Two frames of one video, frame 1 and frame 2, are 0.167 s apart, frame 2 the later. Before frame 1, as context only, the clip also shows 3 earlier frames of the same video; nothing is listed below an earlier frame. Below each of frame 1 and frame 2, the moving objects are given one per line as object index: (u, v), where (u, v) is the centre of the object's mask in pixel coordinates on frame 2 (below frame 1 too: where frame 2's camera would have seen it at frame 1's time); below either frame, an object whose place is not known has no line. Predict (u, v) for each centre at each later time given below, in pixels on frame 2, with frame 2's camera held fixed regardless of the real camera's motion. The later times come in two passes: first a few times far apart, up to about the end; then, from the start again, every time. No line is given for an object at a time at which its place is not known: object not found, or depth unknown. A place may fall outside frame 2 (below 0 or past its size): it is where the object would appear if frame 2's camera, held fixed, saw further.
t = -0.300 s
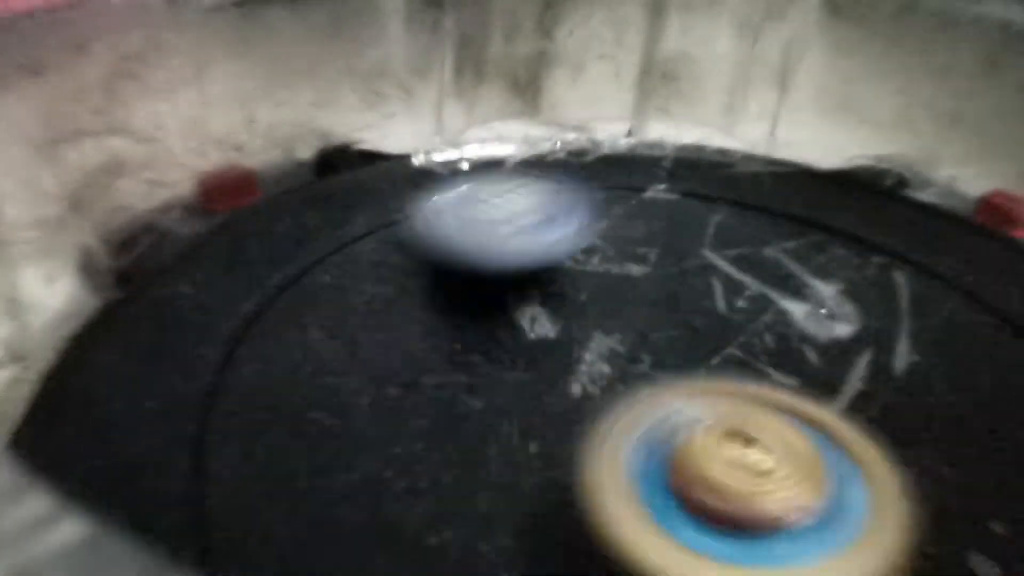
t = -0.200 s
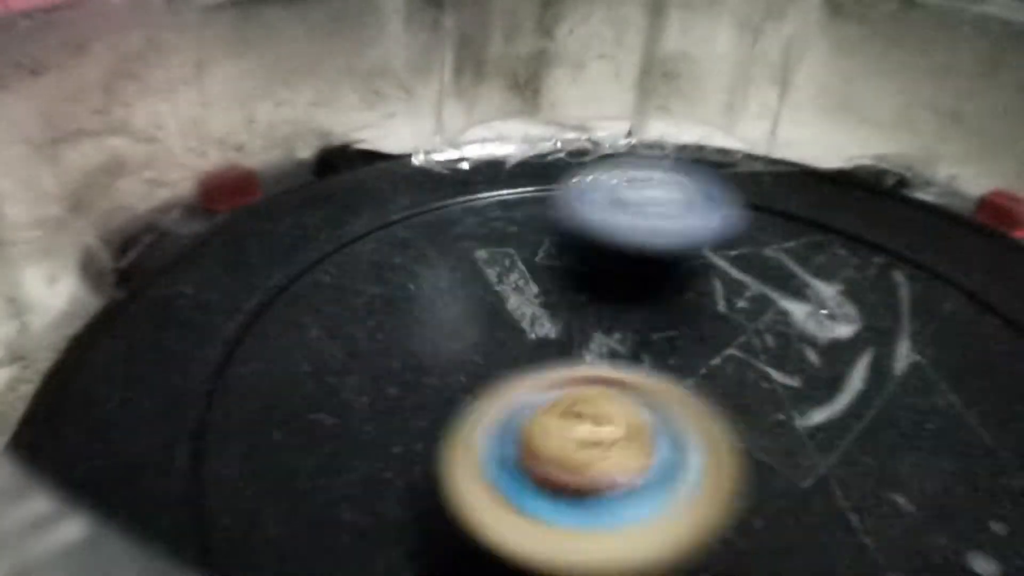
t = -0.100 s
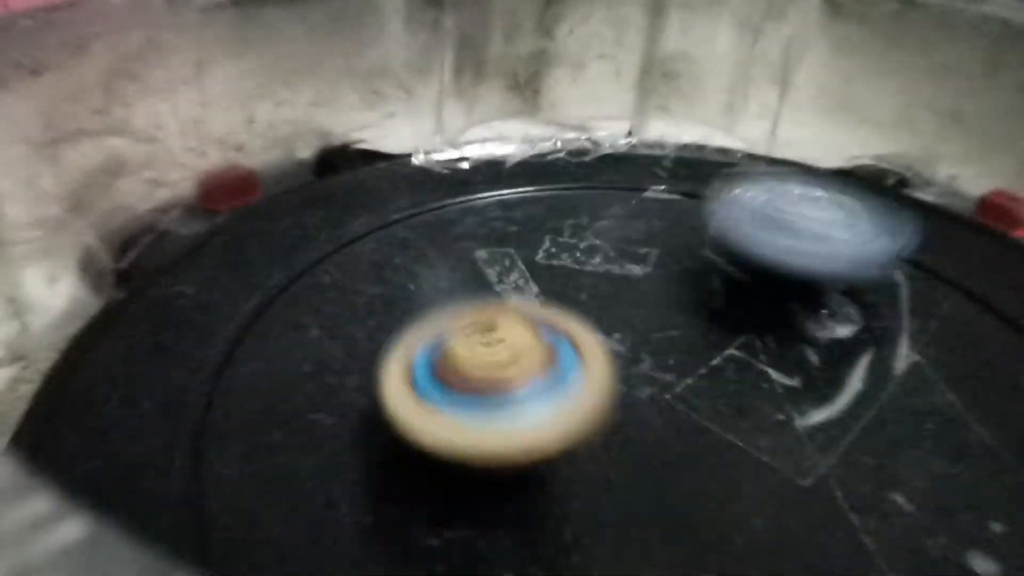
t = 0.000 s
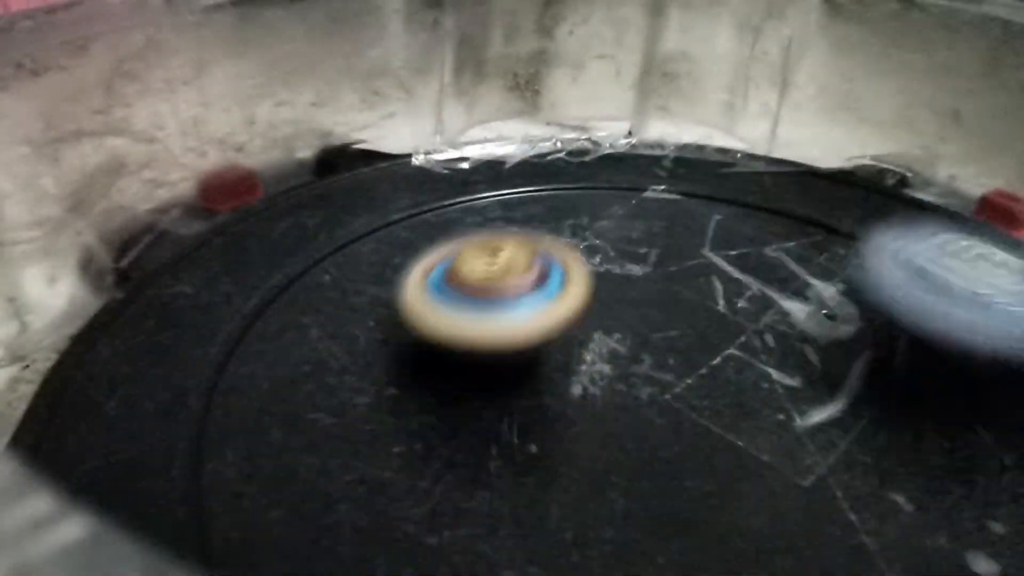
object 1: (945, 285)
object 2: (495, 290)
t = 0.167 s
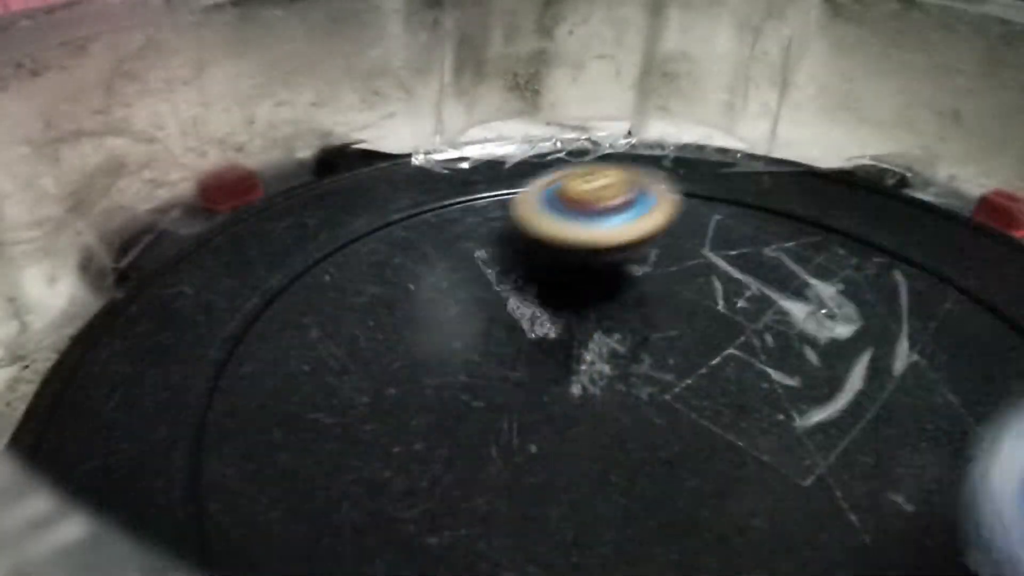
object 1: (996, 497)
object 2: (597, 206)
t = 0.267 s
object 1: (890, 543)
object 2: (677, 189)
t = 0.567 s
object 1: (398, 300)
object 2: (900, 257)
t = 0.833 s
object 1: (700, 189)
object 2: (833, 398)
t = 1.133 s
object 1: (961, 410)
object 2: (571, 359)
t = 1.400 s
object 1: (461, 460)
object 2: (512, 255)
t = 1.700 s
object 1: (410, 197)
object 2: (711, 225)
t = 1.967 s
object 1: (702, 217)
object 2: (796, 368)
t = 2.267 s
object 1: (784, 474)
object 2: (473, 441)
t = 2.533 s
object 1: (479, 423)
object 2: (334, 257)
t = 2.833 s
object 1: (745, 349)
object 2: (575, 231)
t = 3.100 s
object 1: (827, 512)
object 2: (703, 362)
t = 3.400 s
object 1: (471, 485)
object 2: (587, 297)
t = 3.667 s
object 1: (578, 493)
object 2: (728, 126)
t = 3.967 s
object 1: (819, 483)
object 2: (901, 327)
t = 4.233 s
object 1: (595, 512)
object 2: (691, 357)
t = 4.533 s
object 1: (651, 375)
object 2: (642, 202)
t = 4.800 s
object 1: (897, 402)
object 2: (801, 252)
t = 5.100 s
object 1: (740, 481)
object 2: (571, 287)
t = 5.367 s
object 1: (620, 332)
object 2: (592, 197)
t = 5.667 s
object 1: (680, 500)
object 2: (689, 206)
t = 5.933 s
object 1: (559, 414)
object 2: (661, 290)
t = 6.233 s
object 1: (517, 523)
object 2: (775, 200)
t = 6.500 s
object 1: (520, 399)
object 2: (745, 331)
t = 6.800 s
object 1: (529, 323)
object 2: (741, 314)
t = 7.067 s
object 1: (557, 252)
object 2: (743, 315)
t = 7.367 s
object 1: (628, 226)
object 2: (728, 383)
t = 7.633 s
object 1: (645, 248)
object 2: (682, 455)
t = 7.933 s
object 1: (645, 252)
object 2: (561, 364)
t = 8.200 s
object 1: (643, 281)
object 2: (608, 423)
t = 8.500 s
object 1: (611, 293)
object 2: (643, 451)
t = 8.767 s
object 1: (593, 297)
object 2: (699, 446)
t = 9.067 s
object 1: (599, 299)
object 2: (819, 446)
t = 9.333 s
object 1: (604, 325)
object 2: (865, 437)
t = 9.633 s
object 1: (528, 292)
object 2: (919, 461)
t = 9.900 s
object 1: (590, 341)
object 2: (834, 414)
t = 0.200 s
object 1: (976, 520)
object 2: (624, 198)
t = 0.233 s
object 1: (945, 534)
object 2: (651, 192)
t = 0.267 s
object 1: (890, 543)
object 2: (677, 189)
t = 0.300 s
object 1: (777, 549)
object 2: (704, 186)
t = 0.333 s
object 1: (666, 539)
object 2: (733, 186)
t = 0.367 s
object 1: (562, 523)
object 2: (761, 188)
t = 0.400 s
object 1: (472, 502)
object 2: (791, 194)
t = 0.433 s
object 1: (423, 480)
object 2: (817, 201)
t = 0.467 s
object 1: (391, 441)
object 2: (840, 212)
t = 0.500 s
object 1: (379, 384)
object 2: (862, 225)
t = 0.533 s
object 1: (384, 339)
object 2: (883, 240)
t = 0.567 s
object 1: (398, 300)
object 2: (900, 257)
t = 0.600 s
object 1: (424, 269)
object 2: (912, 277)
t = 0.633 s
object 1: (454, 242)
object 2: (917, 297)
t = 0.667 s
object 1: (486, 223)
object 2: (916, 318)
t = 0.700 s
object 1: (527, 209)
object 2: (912, 339)
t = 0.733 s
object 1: (569, 199)
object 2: (902, 358)
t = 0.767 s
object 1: (612, 193)
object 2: (883, 374)
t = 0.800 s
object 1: (656, 188)
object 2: (862, 387)
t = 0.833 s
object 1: (700, 189)
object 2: (833, 398)
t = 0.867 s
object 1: (744, 194)
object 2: (804, 406)
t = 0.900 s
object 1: (799, 203)
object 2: (776, 410)
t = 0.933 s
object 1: (842, 216)
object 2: (745, 410)
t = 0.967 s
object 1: (890, 232)
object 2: (712, 408)
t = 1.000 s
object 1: (928, 258)
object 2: (679, 403)
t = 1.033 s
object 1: (947, 287)
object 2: (649, 395)
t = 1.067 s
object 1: (960, 320)
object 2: (620, 385)
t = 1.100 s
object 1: (966, 362)
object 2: (594, 372)
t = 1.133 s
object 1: (961, 410)
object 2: (571, 359)
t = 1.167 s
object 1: (942, 460)
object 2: (552, 346)
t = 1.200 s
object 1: (912, 483)
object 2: (536, 332)
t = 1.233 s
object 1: (866, 501)
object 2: (523, 317)
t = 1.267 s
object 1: (793, 509)
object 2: (515, 302)
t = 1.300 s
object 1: (696, 506)
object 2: (509, 289)
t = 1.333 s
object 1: (602, 498)
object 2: (508, 276)
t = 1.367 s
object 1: (529, 482)
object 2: (509, 264)
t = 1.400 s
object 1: (461, 460)
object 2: (512, 255)
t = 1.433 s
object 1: (419, 419)
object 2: (520, 247)
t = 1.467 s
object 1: (389, 369)
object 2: (530, 241)
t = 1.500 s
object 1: (377, 330)
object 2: (542, 237)
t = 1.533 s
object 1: (379, 294)
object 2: (554, 233)
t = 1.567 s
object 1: (390, 259)
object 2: (569, 231)
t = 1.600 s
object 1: (382, 236)
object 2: (605, 224)
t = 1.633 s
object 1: (380, 221)
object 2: (643, 219)
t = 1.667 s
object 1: (391, 208)
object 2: (678, 220)
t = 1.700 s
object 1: (410, 197)
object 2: (711, 225)
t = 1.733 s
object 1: (439, 187)
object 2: (740, 235)
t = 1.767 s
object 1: (472, 179)
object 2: (765, 248)
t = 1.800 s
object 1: (514, 172)
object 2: (787, 265)
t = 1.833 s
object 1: (553, 174)
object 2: (800, 284)
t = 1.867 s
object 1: (590, 179)
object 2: (808, 304)
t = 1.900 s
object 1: (633, 188)
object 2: (812, 326)
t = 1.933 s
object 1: (669, 200)
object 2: (808, 348)
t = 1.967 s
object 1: (702, 217)
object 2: (796, 368)
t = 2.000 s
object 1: (736, 235)
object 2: (778, 388)
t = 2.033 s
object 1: (767, 263)
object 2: (756, 402)
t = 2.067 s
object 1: (791, 287)
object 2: (728, 422)
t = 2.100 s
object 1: (807, 312)
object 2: (693, 445)
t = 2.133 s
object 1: (817, 343)
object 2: (653, 459)
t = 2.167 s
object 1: (822, 380)
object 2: (611, 462)
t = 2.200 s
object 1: (815, 416)
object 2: (568, 459)
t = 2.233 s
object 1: (804, 449)
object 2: (520, 452)
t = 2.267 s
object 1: (784, 474)
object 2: (473, 441)
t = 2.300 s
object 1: (745, 486)
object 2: (434, 425)
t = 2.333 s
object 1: (691, 489)
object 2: (401, 406)
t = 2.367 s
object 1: (635, 491)
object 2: (376, 386)
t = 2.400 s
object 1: (580, 488)
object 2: (358, 364)
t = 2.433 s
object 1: (543, 483)
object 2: (335, 334)
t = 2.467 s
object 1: (510, 473)
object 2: (322, 306)
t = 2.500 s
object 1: (489, 451)
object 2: (323, 280)
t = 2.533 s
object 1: (479, 423)
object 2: (334, 257)
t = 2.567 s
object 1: (482, 396)
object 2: (351, 240)
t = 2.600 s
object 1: (495, 370)
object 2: (374, 226)
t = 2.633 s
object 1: (520, 350)
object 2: (398, 218)
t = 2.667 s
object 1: (550, 336)
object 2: (428, 212)
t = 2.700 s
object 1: (582, 329)
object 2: (460, 212)
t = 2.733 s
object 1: (621, 324)
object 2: (489, 212)
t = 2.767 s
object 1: (665, 328)
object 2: (519, 215)
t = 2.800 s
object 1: (702, 336)
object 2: (548, 222)
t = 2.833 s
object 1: (745, 349)
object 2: (575, 231)
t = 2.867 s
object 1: (786, 367)
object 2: (603, 244)
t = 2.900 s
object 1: (826, 393)
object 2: (627, 257)
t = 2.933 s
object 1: (859, 421)
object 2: (649, 272)
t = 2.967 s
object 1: (887, 449)
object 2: (671, 289)
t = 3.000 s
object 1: (891, 473)
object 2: (685, 307)
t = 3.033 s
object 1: (879, 488)
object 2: (696, 327)
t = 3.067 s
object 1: (863, 502)
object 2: (702, 344)
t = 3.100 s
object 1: (827, 512)
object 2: (703, 362)
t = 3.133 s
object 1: (794, 520)
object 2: (695, 371)
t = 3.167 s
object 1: (747, 525)
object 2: (682, 376)
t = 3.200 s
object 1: (691, 525)
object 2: (673, 382)
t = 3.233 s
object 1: (646, 525)
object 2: (660, 388)
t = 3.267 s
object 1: (588, 522)
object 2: (643, 376)
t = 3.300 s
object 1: (547, 522)
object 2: (621, 349)
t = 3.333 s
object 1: (509, 512)
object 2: (603, 327)
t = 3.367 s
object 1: (481, 500)
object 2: (592, 311)
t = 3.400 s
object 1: (471, 485)
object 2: (587, 297)
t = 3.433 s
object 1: (475, 465)
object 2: (584, 288)
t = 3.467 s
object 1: (485, 430)
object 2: (589, 282)
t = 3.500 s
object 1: (501, 407)
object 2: (600, 275)
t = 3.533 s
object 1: (505, 447)
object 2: (617, 234)
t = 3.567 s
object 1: (516, 471)
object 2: (642, 193)
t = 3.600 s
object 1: (532, 485)
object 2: (664, 168)
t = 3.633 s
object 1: (554, 490)
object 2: (689, 143)
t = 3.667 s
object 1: (578, 493)
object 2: (728, 126)
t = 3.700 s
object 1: (601, 493)
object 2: (756, 122)
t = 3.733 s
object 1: (625, 489)
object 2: (779, 127)
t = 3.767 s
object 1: (649, 485)
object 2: (801, 151)
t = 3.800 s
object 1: (676, 482)
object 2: (820, 172)
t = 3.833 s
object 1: (705, 481)
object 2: (841, 202)
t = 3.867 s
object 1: (732, 476)
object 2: (860, 229)
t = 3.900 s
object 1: (766, 476)
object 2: (888, 267)
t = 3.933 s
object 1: (800, 475)
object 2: (902, 305)
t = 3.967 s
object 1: (819, 483)
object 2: (901, 327)
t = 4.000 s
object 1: (823, 502)
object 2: (899, 330)
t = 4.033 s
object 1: (815, 514)
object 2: (892, 335)
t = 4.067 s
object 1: (793, 523)
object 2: (879, 343)
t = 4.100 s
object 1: (765, 528)
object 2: (858, 356)
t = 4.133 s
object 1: (720, 529)
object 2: (826, 366)
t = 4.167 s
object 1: (677, 529)
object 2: (786, 371)
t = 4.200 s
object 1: (636, 522)
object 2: (739, 368)
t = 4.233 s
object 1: (595, 512)
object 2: (691, 357)
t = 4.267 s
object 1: (571, 501)
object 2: (652, 342)
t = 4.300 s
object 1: (556, 488)
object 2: (621, 325)
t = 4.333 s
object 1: (551, 473)
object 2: (599, 309)
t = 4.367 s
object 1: (551, 444)
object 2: (590, 293)
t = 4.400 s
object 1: (561, 430)
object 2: (587, 272)
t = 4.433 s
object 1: (580, 414)
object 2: (592, 250)
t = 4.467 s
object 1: (601, 397)
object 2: (604, 230)
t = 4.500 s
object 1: (625, 385)
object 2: (620, 214)
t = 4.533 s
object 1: (651, 375)
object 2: (642, 202)
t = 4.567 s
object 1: (678, 367)
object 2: (668, 193)
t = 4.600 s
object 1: (706, 359)
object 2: (695, 189)
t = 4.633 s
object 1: (742, 357)
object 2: (722, 190)
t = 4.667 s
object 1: (771, 358)
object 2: (750, 198)
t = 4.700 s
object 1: (803, 360)
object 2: (773, 210)
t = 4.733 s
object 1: (834, 366)
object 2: (790, 224)
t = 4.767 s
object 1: (871, 384)
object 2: (800, 237)
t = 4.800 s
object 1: (897, 402)
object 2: (801, 252)
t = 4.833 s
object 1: (907, 417)
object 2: (794, 265)
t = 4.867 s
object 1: (913, 437)
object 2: (781, 279)
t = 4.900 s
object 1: (915, 457)
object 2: (758, 293)
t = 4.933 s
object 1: (908, 470)
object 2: (725, 303)
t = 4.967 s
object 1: (892, 480)
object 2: (694, 307)
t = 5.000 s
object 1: (868, 490)
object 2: (661, 309)
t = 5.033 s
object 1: (836, 493)
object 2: (627, 307)
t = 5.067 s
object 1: (787, 489)
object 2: (597, 298)
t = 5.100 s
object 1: (740, 481)
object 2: (571, 287)
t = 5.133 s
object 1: (704, 470)
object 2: (553, 275)
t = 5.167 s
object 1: (672, 450)
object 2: (540, 261)
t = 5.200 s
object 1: (648, 425)
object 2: (534, 246)
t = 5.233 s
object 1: (630, 398)
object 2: (534, 231)
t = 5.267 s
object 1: (618, 374)
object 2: (542, 217)
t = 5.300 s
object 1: (611, 351)
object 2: (555, 208)
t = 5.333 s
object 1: (609, 331)
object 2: (573, 202)
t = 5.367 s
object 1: (620, 332)
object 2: (592, 197)
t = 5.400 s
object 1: (653, 361)
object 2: (601, 174)
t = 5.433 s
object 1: (679, 392)
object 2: (608, 156)
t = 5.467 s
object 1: (704, 417)
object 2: (621, 147)
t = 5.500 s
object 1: (720, 442)
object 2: (639, 152)
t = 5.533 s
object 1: (729, 462)
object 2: (654, 160)
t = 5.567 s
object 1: (726, 477)
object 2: (667, 172)
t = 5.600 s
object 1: (718, 487)
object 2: (678, 183)
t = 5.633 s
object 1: (704, 495)
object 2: (684, 194)
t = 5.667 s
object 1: (680, 500)
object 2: (689, 206)
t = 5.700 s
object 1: (654, 501)
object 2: (691, 216)
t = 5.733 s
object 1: (626, 500)
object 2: (692, 226)
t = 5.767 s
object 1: (596, 495)
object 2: (691, 238)
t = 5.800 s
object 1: (573, 488)
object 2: (689, 249)
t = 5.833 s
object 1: (559, 476)
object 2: (686, 261)
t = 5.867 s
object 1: (554, 456)
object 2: (680, 272)
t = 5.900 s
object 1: (553, 433)
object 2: (671, 283)
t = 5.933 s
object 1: (559, 414)
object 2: (661, 290)
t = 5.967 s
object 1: (541, 466)
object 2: (664, 257)
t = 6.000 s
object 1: (524, 482)
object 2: (670, 218)
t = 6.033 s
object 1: (513, 505)
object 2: (681, 186)
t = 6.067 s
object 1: (520, 512)
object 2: (689, 167)
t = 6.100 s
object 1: (523, 532)
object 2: (703, 154)
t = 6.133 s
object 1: (518, 539)
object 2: (721, 154)
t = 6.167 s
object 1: (520, 536)
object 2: (740, 166)
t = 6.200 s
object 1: (516, 531)
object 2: (758, 183)
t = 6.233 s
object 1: (517, 523)
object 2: (775, 200)
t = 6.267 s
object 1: (506, 513)
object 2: (789, 217)
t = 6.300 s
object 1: (500, 501)
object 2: (801, 237)
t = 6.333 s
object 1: (501, 490)
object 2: (809, 261)
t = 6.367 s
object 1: (506, 478)
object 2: (810, 283)
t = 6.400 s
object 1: (516, 457)
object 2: (799, 303)
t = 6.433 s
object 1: (525, 434)
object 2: (780, 323)
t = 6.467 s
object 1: (541, 408)
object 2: (754, 339)
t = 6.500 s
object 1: (520, 399)
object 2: (745, 331)
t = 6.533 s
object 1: (498, 403)
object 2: (747, 319)
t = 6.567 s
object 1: (485, 394)
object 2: (745, 311)
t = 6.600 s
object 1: (478, 401)
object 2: (747, 309)
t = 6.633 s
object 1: (489, 395)
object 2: (747, 307)
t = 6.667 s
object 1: (497, 382)
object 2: (744, 308)
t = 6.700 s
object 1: (507, 366)
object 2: (743, 311)
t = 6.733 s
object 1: (516, 350)
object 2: (742, 313)
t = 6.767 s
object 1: (524, 336)
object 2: (741, 314)
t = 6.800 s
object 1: (529, 323)
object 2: (741, 314)
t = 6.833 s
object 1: (523, 311)
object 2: (750, 311)
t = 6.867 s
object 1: (521, 304)
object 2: (753, 309)
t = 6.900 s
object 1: (525, 294)
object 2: (753, 308)
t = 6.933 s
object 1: (528, 282)
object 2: (750, 308)
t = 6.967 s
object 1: (534, 272)
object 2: (747, 310)
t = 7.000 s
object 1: (540, 263)
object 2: (745, 311)
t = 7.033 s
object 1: (548, 256)
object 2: (744, 313)
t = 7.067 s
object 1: (557, 252)
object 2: (743, 315)
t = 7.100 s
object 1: (570, 244)
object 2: (741, 316)
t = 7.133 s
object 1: (570, 234)
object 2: (760, 324)
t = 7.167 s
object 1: (569, 224)
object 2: (784, 335)
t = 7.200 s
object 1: (574, 220)
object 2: (796, 341)
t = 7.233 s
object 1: (583, 216)
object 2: (793, 346)
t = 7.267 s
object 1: (594, 214)
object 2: (780, 358)
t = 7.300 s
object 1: (606, 216)
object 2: (762, 368)
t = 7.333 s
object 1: (618, 220)
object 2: (743, 378)
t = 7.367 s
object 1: (628, 226)
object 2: (728, 383)
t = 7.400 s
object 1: (638, 237)
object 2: (715, 386)
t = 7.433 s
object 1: (647, 248)
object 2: (706, 387)
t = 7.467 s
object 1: (653, 254)
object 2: (698, 389)
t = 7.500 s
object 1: (655, 257)
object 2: (694, 397)
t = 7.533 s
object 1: (655, 261)
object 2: (690, 403)
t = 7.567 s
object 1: (650, 260)
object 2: (694, 425)
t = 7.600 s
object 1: (647, 255)
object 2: (691, 443)
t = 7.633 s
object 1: (645, 248)
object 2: (682, 455)
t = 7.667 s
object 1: (644, 244)
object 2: (661, 457)
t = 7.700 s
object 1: (643, 239)
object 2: (633, 455)
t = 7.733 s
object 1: (643, 235)
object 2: (596, 450)
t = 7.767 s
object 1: (642, 233)
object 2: (566, 439)
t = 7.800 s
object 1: (643, 233)
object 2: (543, 423)
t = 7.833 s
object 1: (644, 236)
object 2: (531, 404)
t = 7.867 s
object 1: (644, 239)
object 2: (533, 386)
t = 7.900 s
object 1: (645, 245)
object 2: (543, 373)
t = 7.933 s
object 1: (645, 252)
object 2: (561, 364)
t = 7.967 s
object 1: (645, 256)
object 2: (580, 371)
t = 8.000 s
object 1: (645, 255)
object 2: (591, 392)
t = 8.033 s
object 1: (644, 255)
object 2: (601, 406)
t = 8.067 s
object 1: (644, 255)
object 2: (607, 415)
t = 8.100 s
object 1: (644, 261)
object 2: (609, 419)
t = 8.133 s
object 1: (643, 267)
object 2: (609, 421)
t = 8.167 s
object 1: (643, 274)
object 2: (609, 422)
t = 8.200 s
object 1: (643, 281)
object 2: (608, 423)
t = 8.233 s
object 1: (640, 287)
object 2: (609, 424)
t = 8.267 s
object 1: (634, 289)
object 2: (614, 430)
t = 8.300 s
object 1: (628, 289)
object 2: (619, 438)
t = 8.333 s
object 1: (625, 288)
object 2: (623, 446)
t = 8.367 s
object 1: (619, 288)
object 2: (627, 448)
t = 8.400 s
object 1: (618, 286)
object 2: (631, 450)
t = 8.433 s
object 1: (614, 289)
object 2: (636, 451)
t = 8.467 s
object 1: (613, 290)
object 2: (640, 451)
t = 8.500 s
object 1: (611, 293)
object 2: (643, 451)
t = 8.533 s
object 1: (607, 295)
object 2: (646, 450)
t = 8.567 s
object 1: (608, 296)
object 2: (651, 449)
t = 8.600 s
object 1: (600, 296)
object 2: (656, 451)
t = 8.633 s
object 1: (598, 296)
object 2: (663, 449)
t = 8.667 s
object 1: (595, 297)
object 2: (671, 448)
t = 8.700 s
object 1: (596, 295)
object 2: (679, 446)
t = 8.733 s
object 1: (594, 297)
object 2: (687, 444)
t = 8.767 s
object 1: (593, 297)
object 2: (699, 446)
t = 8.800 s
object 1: (591, 295)
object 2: (708, 447)
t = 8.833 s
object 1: (589, 293)
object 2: (717, 444)
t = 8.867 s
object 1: (593, 294)
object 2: (725, 441)
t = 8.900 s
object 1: (595, 294)
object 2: (732, 437)
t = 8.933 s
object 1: (599, 296)
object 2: (740, 433)
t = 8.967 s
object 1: (601, 299)
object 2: (747, 426)
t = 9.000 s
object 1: (602, 299)
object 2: (773, 433)
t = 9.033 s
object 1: (599, 300)
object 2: (802, 442)
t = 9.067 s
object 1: (599, 299)
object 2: (819, 446)
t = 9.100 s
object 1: (598, 303)
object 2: (827, 446)
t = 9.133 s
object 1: (600, 302)
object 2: (834, 445)
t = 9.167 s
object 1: (599, 307)
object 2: (836, 444)
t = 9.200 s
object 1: (601, 312)
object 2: (835, 441)
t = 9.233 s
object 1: (605, 316)
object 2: (832, 437)
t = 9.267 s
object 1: (608, 320)
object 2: (829, 434)
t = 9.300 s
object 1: (612, 325)
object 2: (828, 431)
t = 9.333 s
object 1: (604, 325)
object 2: (865, 437)
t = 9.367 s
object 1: (568, 309)
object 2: (909, 447)
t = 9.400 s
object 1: (547, 301)
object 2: (936, 453)
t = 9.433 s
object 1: (535, 297)
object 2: (944, 451)
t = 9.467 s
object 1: (529, 293)
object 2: (947, 452)
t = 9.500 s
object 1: (524, 292)
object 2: (946, 454)
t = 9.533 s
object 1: (523, 289)
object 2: (942, 458)
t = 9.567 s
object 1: (522, 290)
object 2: (935, 460)
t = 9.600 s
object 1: (525, 292)
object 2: (928, 461)
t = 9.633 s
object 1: (528, 292)
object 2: (919, 461)
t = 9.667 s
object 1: (533, 300)
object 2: (910, 459)
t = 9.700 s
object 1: (538, 303)
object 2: (900, 454)
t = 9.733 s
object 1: (544, 310)
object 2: (891, 448)
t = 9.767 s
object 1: (555, 317)
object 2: (881, 443)
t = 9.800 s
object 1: (565, 327)
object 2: (867, 434)
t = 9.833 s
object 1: (576, 332)
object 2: (854, 428)
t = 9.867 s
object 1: (587, 337)
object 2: (841, 421)
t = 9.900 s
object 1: (590, 341)
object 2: (834, 414)
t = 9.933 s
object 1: (573, 341)
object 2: (860, 409)
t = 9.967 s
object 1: (561, 342)
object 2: (873, 402)
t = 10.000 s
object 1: (558, 343)
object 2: (870, 396)
